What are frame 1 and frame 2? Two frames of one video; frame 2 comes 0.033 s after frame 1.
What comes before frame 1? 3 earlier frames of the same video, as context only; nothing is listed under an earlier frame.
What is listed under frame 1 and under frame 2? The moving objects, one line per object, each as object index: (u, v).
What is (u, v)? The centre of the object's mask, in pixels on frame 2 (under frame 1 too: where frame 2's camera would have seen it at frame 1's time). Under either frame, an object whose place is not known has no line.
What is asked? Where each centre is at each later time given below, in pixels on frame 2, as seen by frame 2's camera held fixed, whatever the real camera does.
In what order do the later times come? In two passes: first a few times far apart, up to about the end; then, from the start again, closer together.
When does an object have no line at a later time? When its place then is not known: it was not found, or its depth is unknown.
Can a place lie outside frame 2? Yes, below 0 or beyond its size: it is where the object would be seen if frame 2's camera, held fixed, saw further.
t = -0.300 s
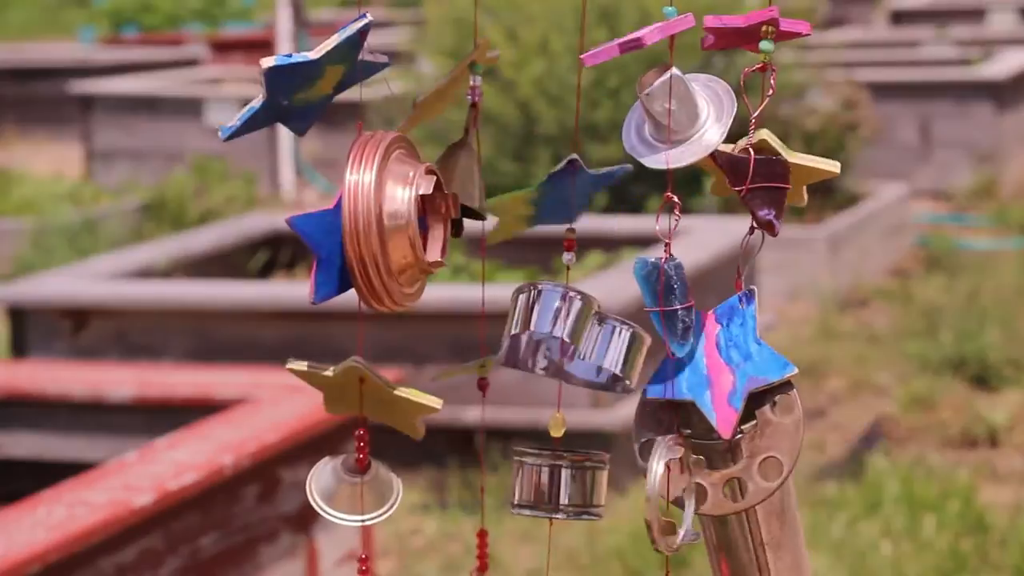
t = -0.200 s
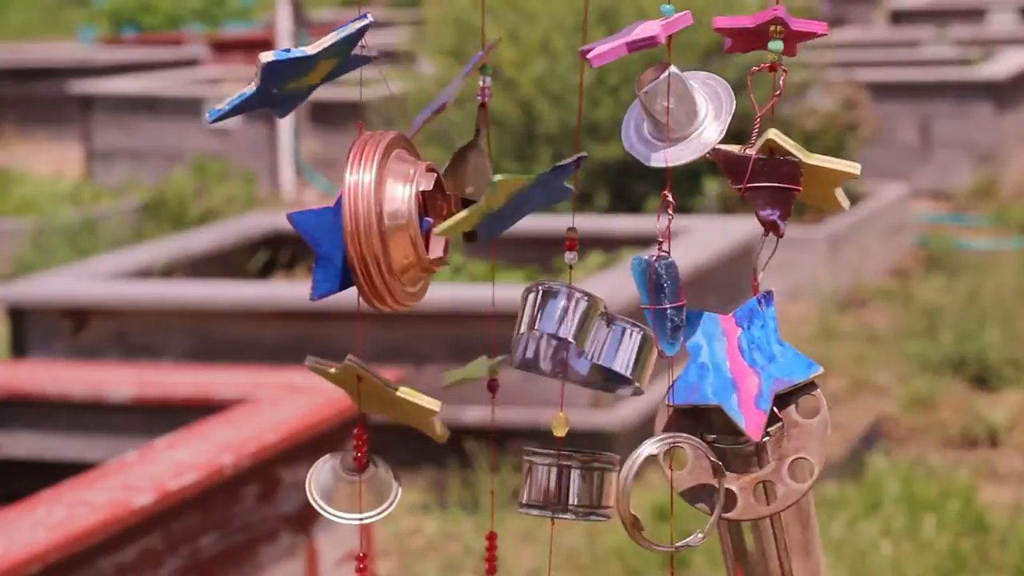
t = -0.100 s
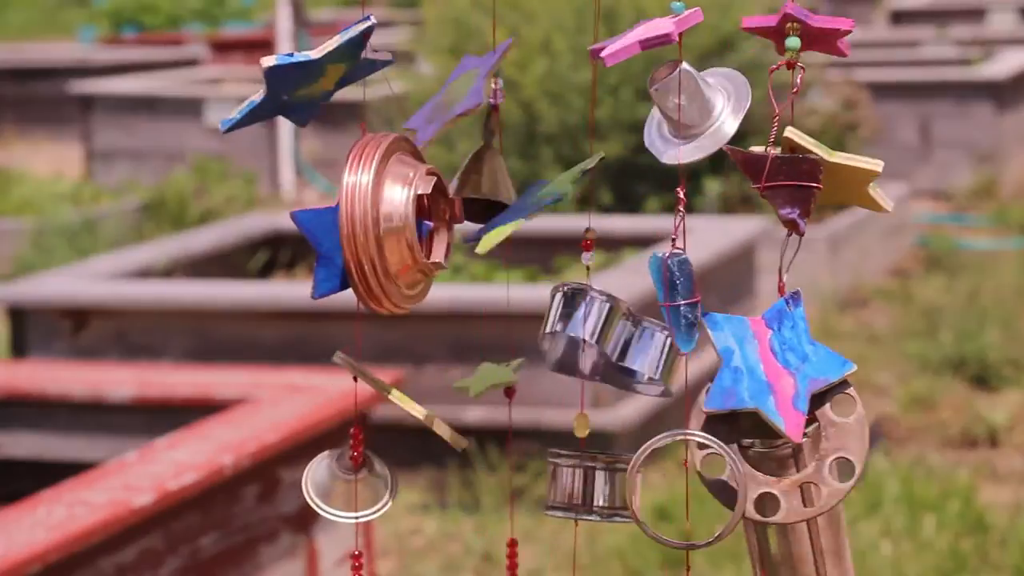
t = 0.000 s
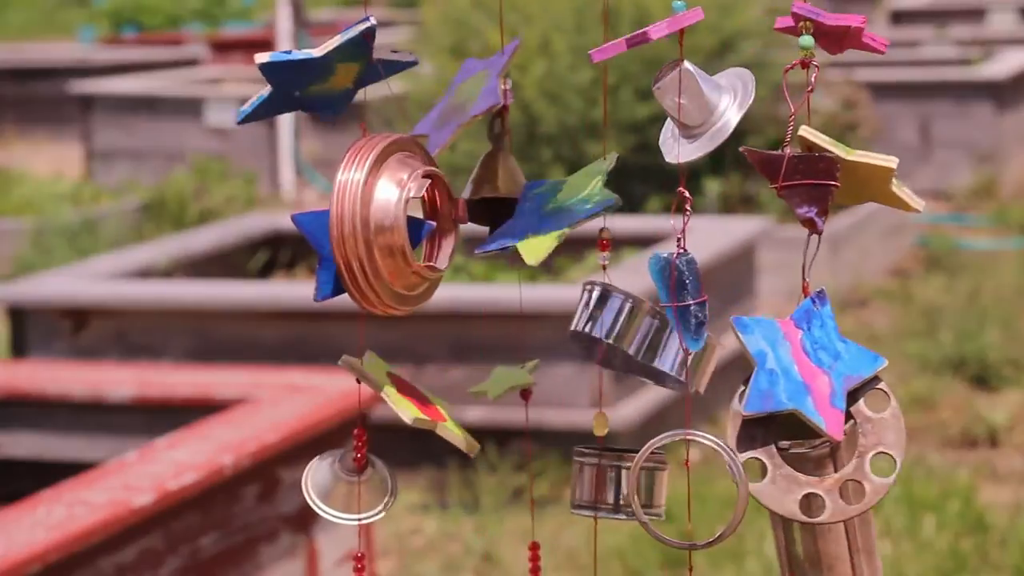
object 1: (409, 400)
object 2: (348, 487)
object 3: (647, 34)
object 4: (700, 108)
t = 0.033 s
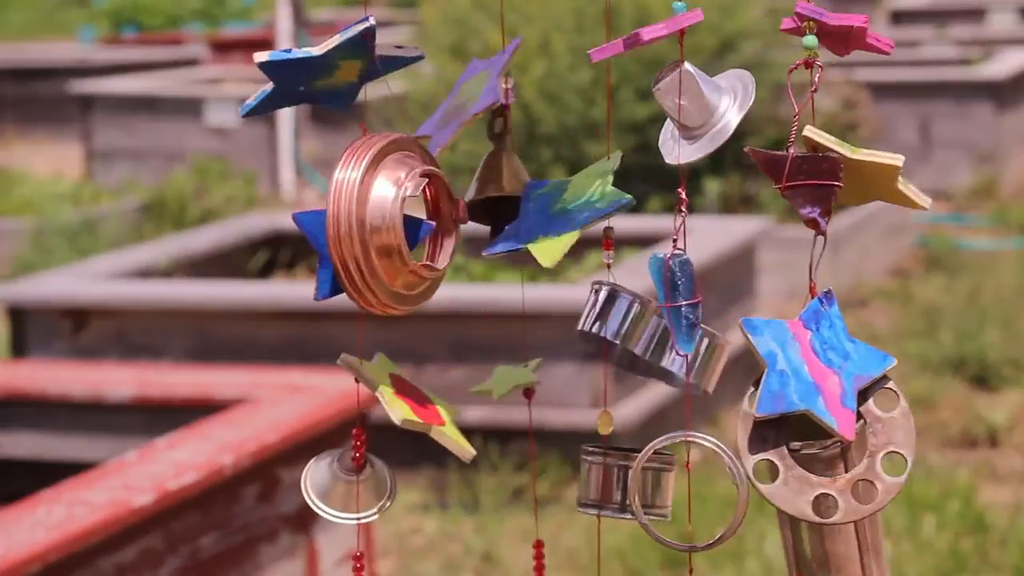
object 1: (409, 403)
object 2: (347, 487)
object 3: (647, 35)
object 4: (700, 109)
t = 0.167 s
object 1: (409, 407)
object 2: (349, 486)
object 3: (653, 38)
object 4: (705, 109)
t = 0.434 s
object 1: (415, 406)
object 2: (356, 489)
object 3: (671, 37)
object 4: (705, 116)
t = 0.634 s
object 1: (390, 388)
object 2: (350, 483)
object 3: (676, 41)
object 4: (711, 118)
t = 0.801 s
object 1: (360, 388)
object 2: (345, 482)
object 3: (668, 41)
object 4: (694, 118)
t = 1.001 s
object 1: (378, 373)
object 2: (357, 468)
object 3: (653, 57)
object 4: (688, 127)
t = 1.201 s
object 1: (430, 376)
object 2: (391, 459)
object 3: (662, 45)
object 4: (681, 124)
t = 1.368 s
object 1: (424, 386)
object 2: (398, 456)
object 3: (645, 58)
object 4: (676, 135)
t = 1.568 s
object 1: (411, 365)
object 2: (342, 446)
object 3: (649, 63)
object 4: (662, 138)
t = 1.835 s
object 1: (353, 358)
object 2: (314, 451)
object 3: (652, 56)
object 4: (687, 135)
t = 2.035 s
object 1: (409, 394)
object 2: (377, 475)
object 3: (643, 50)
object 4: (682, 129)
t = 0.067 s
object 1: (407, 405)
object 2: (347, 487)
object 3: (650, 37)
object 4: (701, 111)
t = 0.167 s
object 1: (409, 407)
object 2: (349, 486)
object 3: (653, 38)
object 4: (705, 109)
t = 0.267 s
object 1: (410, 413)
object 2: (354, 490)
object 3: (654, 39)
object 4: (710, 107)
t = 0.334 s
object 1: (410, 411)
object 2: (354, 488)
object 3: (663, 38)
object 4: (709, 112)
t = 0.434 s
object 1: (415, 406)
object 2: (356, 489)
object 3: (671, 37)
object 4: (705, 116)
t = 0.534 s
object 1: (413, 400)
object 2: (354, 488)
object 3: (675, 39)
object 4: (705, 119)
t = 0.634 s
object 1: (390, 388)
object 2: (350, 483)
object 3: (676, 41)
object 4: (711, 118)
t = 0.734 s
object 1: (369, 383)
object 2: (348, 481)
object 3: (674, 41)
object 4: (706, 116)
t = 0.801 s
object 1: (360, 388)
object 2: (345, 482)
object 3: (668, 41)
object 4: (694, 118)
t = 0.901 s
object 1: (363, 378)
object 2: (348, 475)
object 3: (653, 46)
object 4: (681, 125)
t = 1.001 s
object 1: (378, 373)
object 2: (357, 468)
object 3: (653, 57)
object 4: (688, 127)
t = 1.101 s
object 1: (406, 366)
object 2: (370, 465)
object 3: (666, 48)
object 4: (694, 118)
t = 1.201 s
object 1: (430, 376)
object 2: (391, 459)
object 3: (662, 45)
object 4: (681, 124)
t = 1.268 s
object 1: (441, 374)
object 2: (406, 463)
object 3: (654, 50)
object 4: (676, 133)
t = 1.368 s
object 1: (424, 386)
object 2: (398, 456)
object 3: (645, 58)
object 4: (676, 135)
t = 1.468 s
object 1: (404, 379)
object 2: (355, 446)
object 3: (646, 59)
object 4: (672, 137)
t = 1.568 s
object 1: (411, 365)
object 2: (342, 446)
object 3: (649, 63)
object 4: (662, 138)
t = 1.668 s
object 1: (386, 350)
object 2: (334, 442)
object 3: (655, 60)
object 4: (677, 134)
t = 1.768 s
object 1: (363, 353)
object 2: (318, 447)
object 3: (652, 58)
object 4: (689, 134)
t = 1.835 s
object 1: (353, 358)
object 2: (314, 451)
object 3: (652, 56)
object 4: (687, 135)
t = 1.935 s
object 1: (388, 367)
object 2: (352, 462)
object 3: (649, 51)
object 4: (684, 131)
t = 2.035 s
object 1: (409, 394)
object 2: (377, 475)
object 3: (643, 50)
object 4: (682, 129)
